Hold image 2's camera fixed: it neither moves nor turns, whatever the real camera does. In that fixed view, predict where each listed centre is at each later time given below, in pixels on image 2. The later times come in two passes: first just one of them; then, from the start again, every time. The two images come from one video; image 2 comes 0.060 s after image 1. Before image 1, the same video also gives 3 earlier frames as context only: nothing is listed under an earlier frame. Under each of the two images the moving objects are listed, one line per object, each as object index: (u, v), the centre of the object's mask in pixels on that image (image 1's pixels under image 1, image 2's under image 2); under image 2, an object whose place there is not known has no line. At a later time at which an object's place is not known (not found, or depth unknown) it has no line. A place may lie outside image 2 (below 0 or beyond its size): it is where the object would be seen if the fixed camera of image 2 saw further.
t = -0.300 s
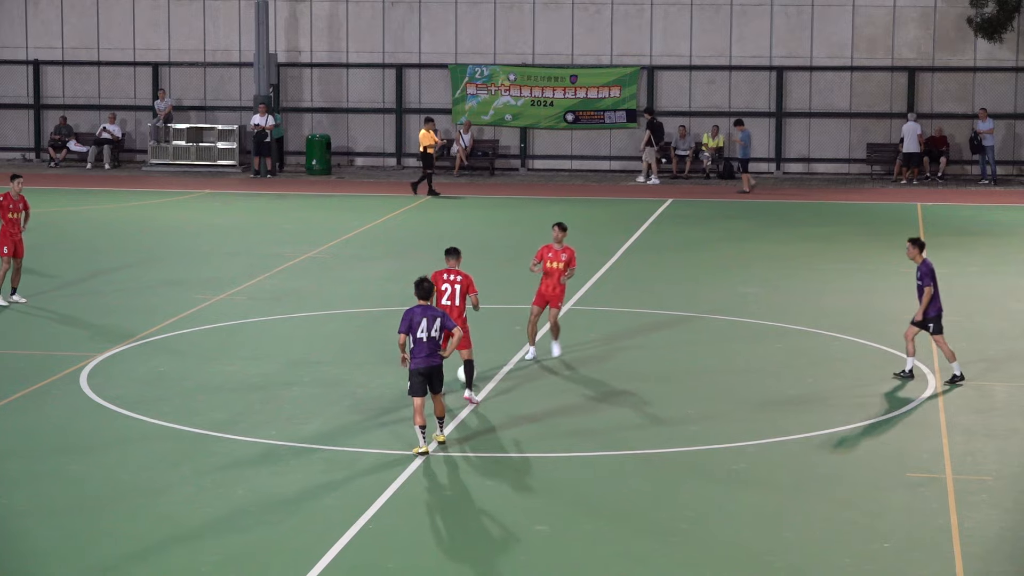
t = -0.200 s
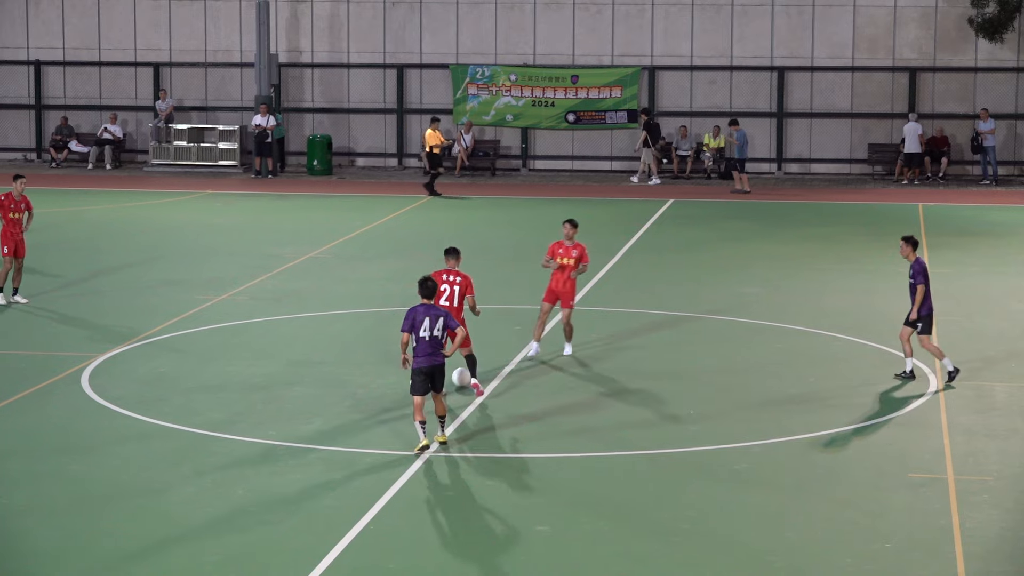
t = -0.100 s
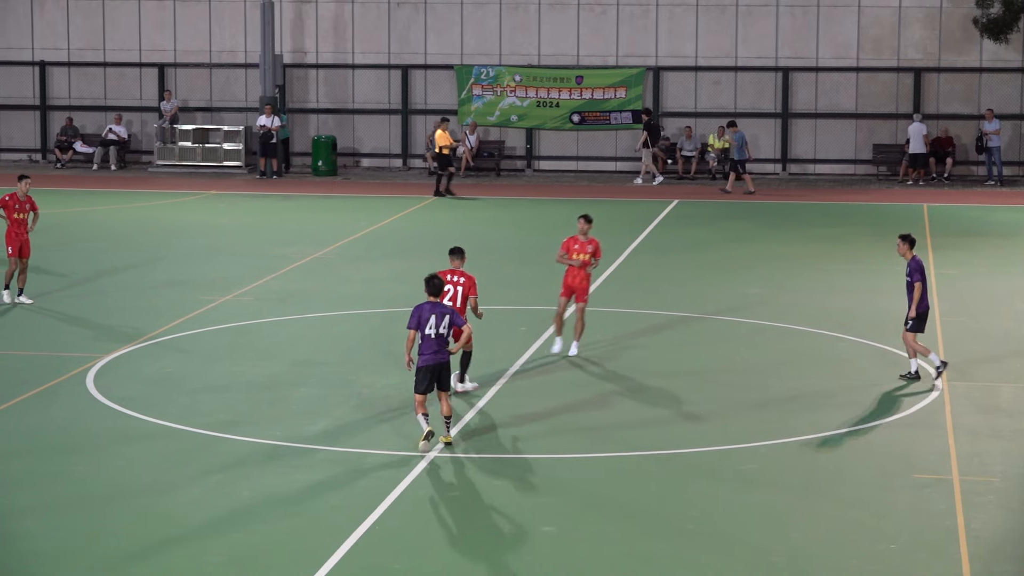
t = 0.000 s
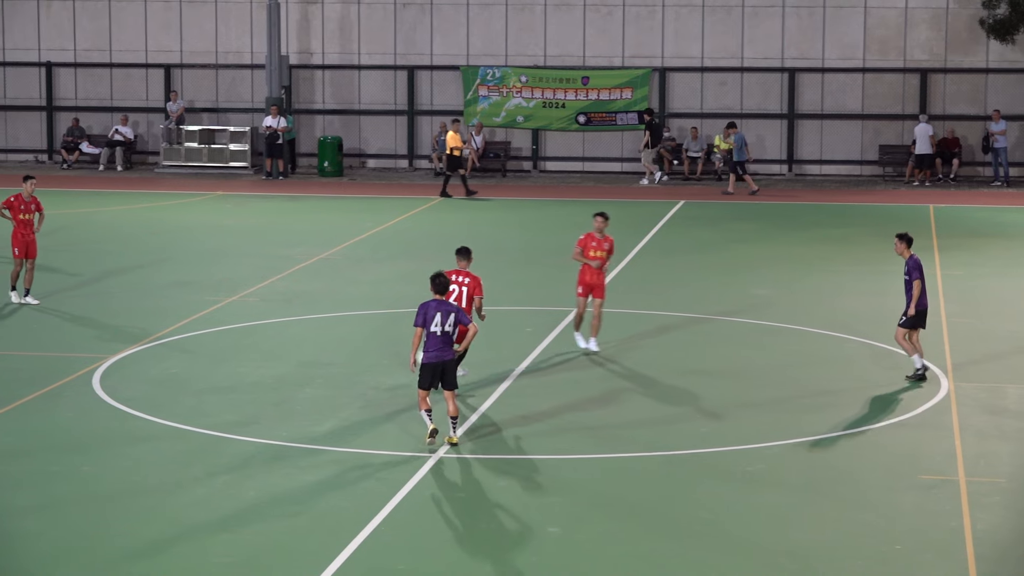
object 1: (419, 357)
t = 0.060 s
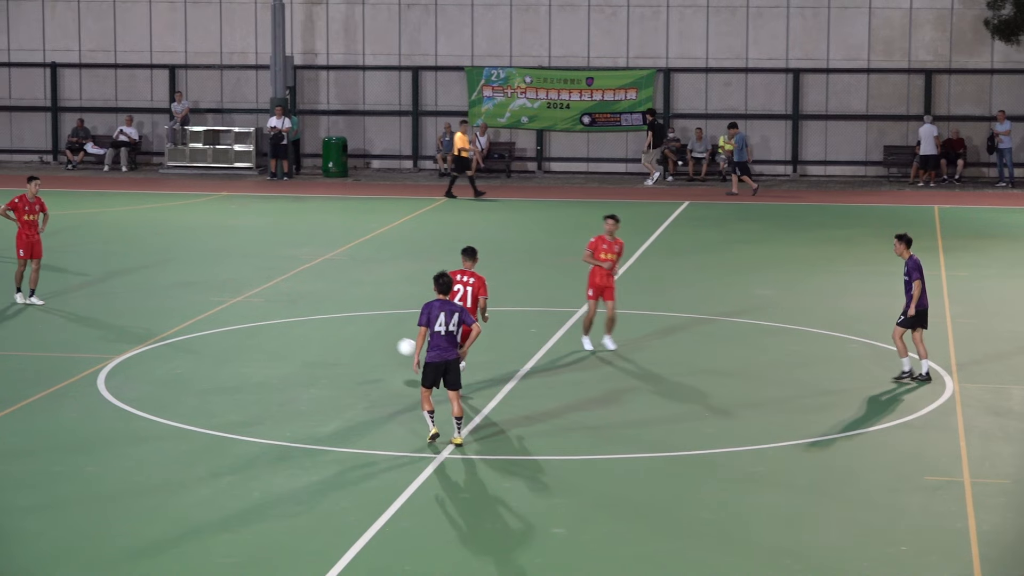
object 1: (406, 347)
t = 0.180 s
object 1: (358, 332)
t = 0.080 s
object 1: (399, 344)
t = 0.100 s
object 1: (391, 341)
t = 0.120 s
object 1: (383, 338)
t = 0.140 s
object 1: (375, 335)
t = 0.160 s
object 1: (366, 334)
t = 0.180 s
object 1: (358, 332)
